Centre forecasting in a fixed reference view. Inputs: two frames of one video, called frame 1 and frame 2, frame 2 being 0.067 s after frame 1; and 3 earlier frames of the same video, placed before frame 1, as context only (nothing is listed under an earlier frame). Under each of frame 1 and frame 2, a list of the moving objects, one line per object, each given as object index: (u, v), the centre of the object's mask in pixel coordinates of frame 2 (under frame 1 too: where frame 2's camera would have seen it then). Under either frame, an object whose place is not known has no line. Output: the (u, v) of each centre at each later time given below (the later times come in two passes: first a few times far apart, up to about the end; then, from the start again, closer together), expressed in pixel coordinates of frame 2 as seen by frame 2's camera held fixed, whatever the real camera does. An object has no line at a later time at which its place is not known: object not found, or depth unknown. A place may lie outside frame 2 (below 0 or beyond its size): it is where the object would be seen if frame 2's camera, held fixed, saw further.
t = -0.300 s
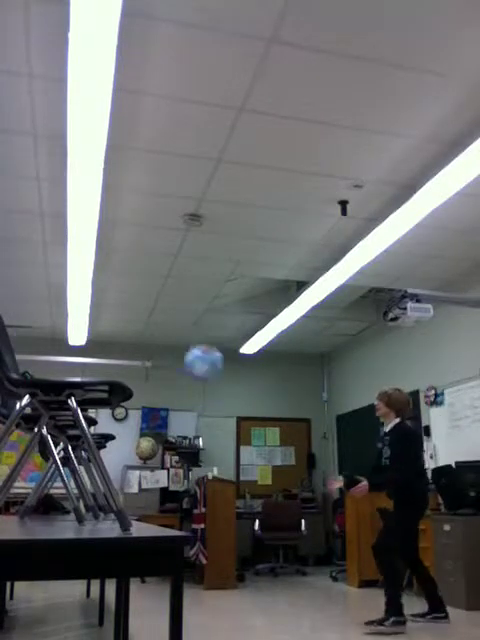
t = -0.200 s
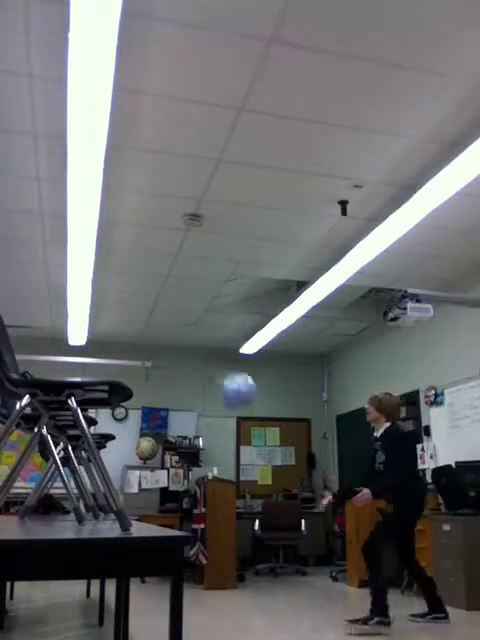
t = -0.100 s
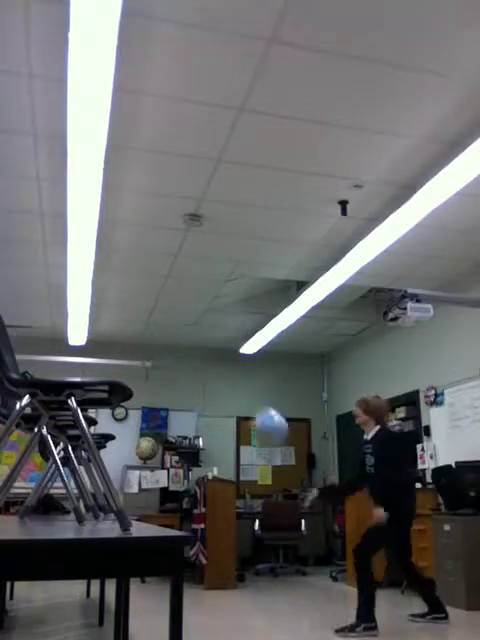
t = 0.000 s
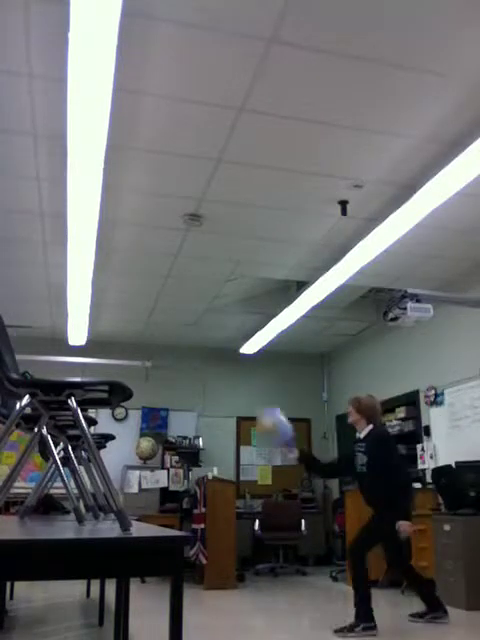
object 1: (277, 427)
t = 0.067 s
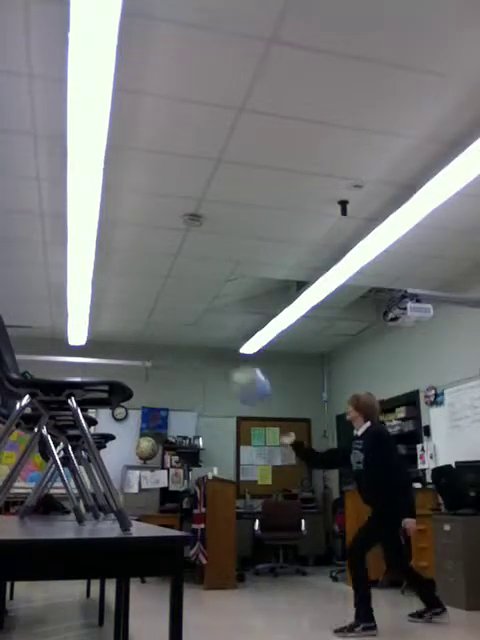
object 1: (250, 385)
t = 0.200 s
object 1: (204, 321)
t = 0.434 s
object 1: (137, 273)
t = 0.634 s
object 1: (94, 282)
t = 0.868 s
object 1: (49, 333)
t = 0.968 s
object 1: (33, 363)
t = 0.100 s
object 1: (237, 367)
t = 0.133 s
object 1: (225, 349)
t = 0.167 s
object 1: (214, 334)
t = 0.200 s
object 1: (204, 321)
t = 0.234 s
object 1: (192, 309)
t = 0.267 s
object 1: (185, 303)
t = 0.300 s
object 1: (172, 294)
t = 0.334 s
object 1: (163, 287)
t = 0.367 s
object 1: (154, 281)
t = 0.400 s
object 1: (145, 277)
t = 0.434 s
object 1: (137, 273)
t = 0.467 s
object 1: (129, 273)
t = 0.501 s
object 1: (121, 272)
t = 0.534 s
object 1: (112, 274)
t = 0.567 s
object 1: (108, 276)
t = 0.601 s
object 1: (102, 278)
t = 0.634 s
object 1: (94, 282)
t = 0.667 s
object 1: (87, 288)
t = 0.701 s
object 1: (80, 295)
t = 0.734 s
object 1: (72, 300)
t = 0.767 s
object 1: (65, 306)
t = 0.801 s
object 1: (60, 314)
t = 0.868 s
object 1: (49, 333)
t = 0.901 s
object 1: (43, 345)
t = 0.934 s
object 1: (35, 354)
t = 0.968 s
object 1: (33, 363)
